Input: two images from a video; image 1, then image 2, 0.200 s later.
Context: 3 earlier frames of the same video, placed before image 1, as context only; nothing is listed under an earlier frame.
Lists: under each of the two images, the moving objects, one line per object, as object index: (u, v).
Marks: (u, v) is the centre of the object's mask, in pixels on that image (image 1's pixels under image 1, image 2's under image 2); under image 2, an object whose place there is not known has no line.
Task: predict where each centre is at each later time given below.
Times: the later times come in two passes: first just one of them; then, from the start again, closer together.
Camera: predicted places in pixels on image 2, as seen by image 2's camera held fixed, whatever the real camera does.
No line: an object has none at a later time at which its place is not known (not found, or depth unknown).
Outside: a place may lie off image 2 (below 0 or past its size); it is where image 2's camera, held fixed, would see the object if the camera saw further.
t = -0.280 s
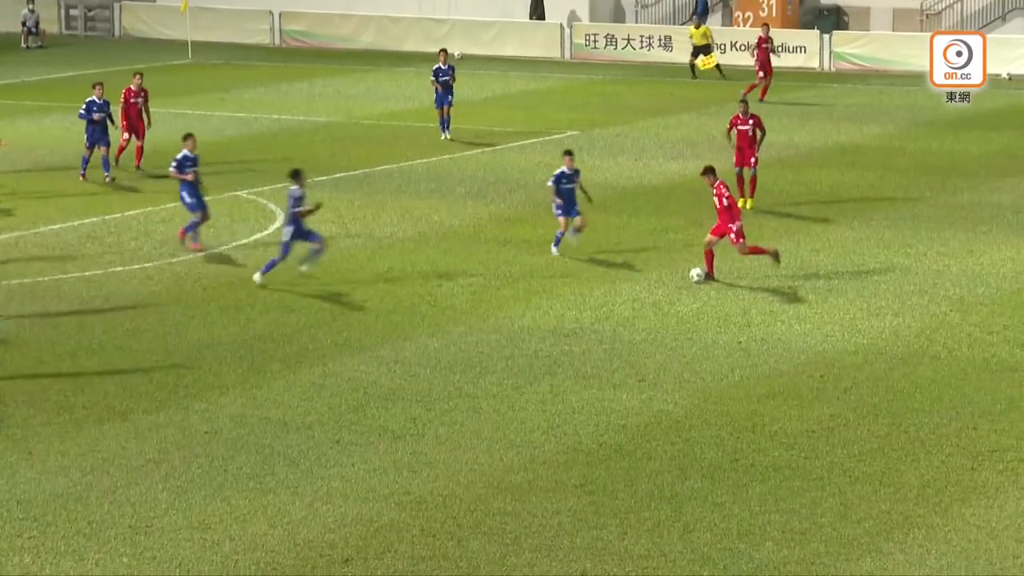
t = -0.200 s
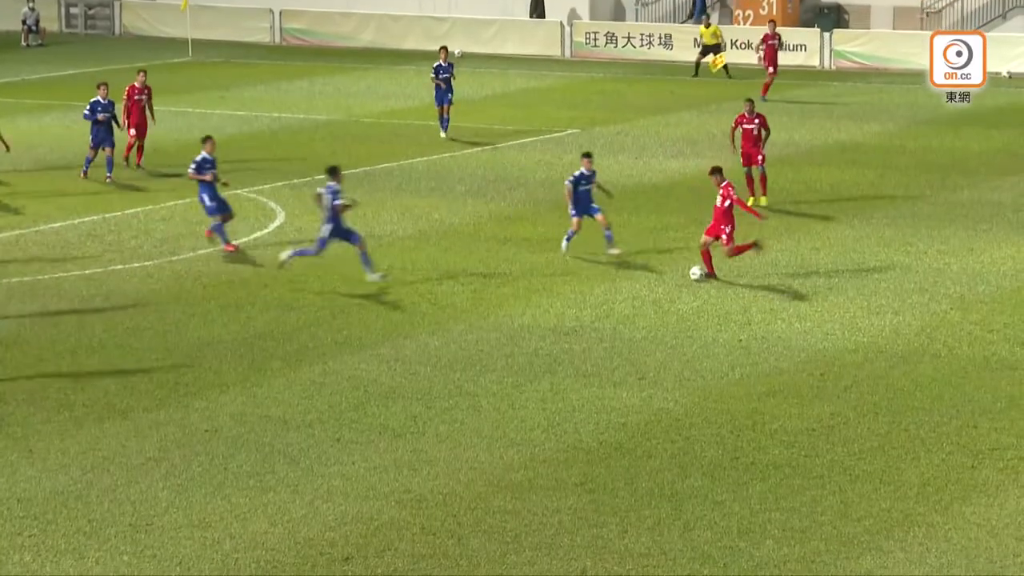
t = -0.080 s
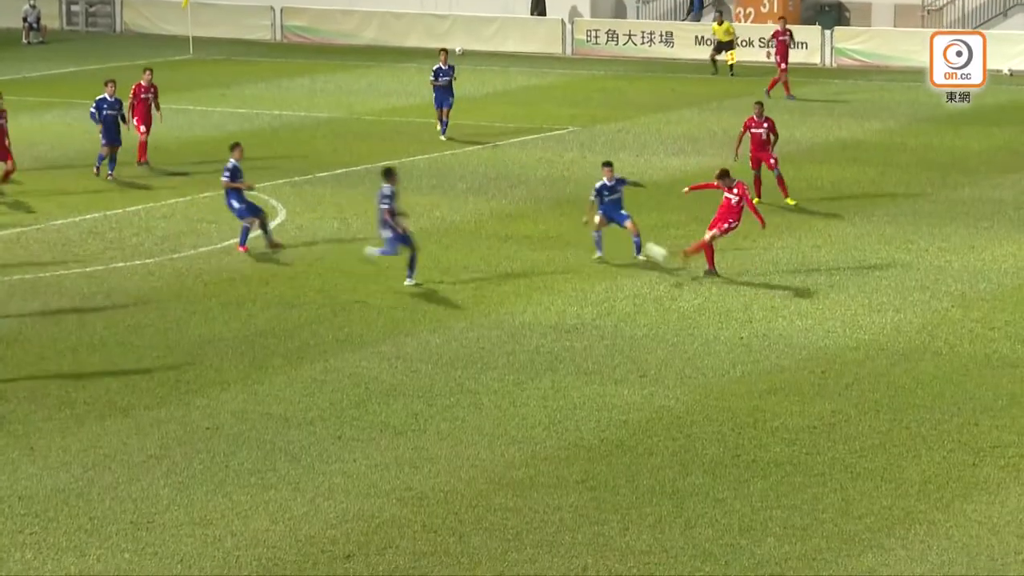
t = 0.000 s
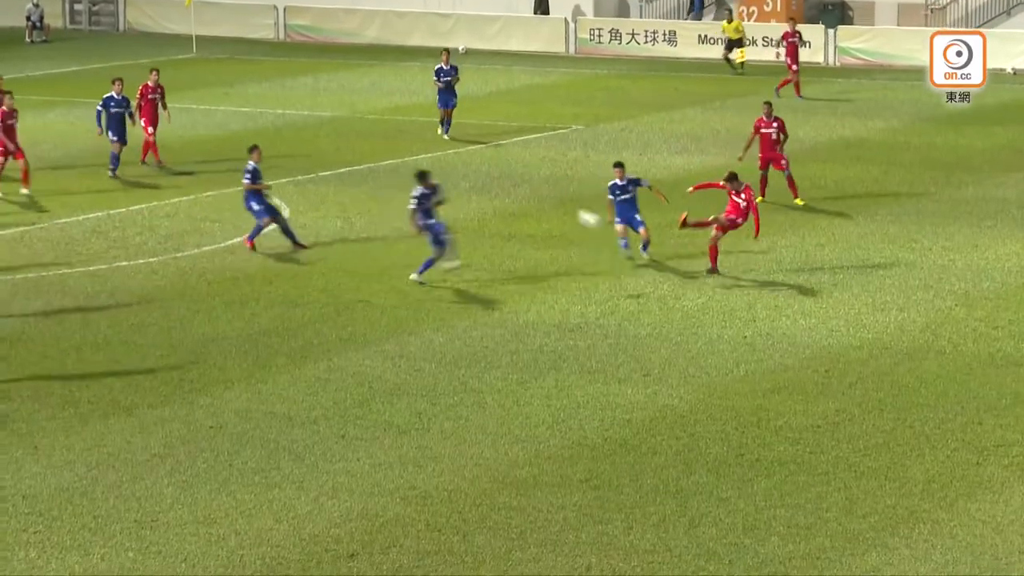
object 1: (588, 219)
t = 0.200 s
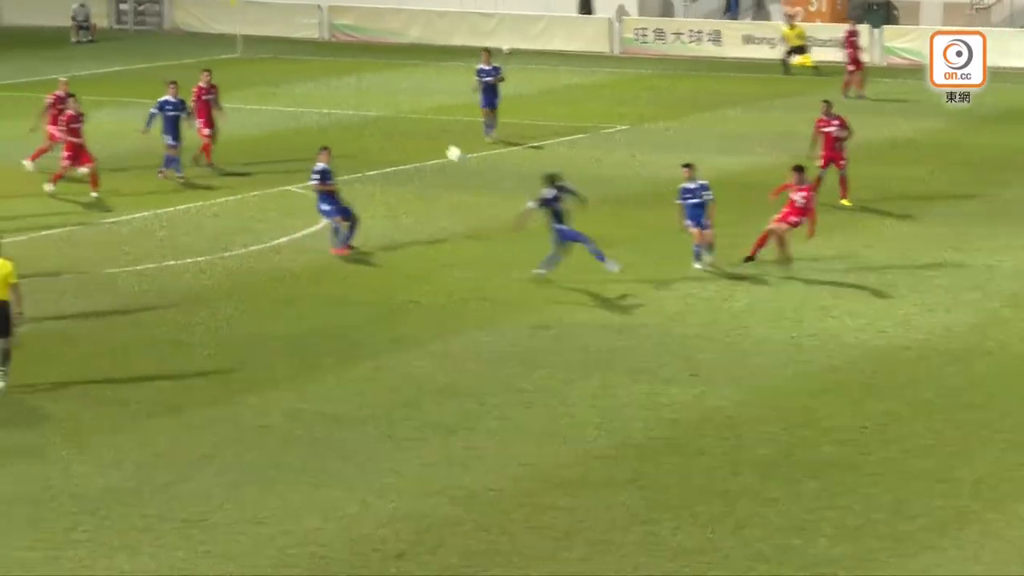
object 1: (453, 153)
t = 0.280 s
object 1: (382, 133)
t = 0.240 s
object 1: (418, 143)
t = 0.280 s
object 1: (382, 133)
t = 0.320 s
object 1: (347, 124)
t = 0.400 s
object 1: (278, 110)
